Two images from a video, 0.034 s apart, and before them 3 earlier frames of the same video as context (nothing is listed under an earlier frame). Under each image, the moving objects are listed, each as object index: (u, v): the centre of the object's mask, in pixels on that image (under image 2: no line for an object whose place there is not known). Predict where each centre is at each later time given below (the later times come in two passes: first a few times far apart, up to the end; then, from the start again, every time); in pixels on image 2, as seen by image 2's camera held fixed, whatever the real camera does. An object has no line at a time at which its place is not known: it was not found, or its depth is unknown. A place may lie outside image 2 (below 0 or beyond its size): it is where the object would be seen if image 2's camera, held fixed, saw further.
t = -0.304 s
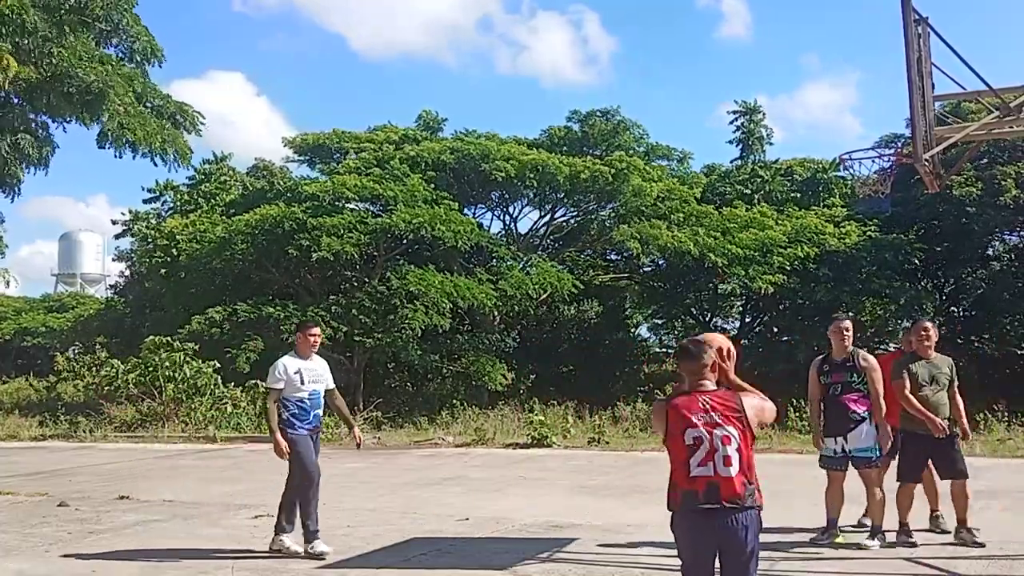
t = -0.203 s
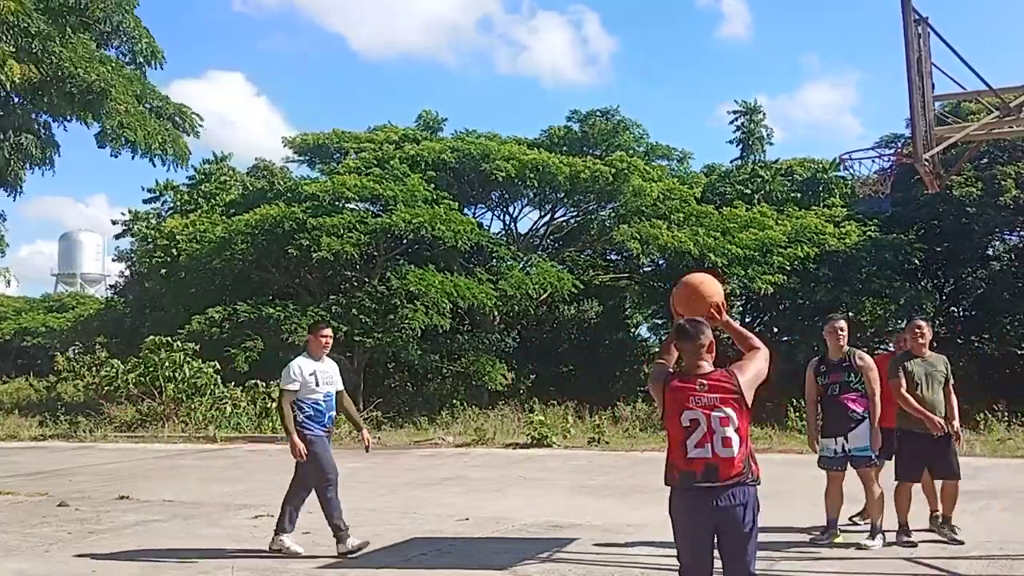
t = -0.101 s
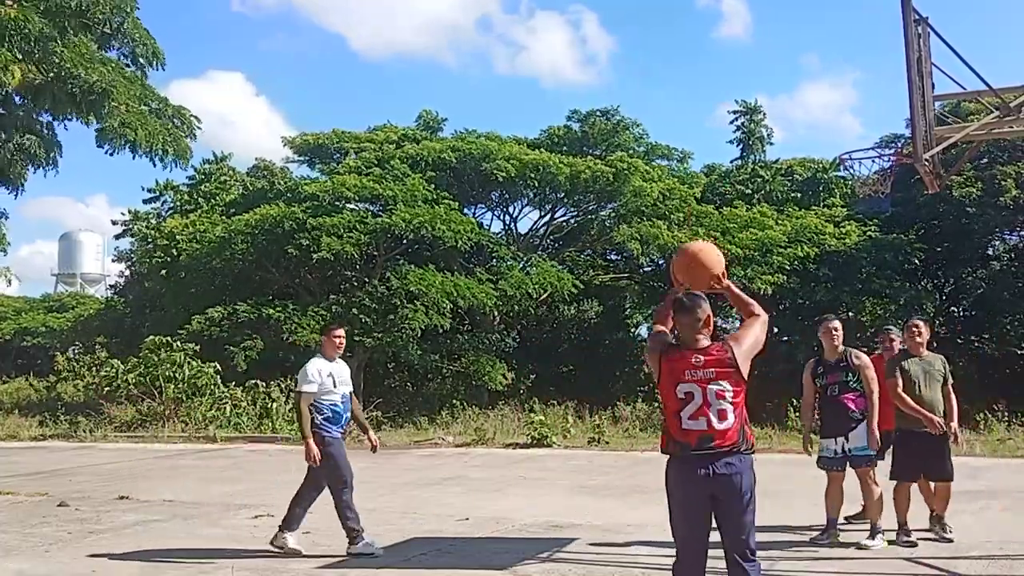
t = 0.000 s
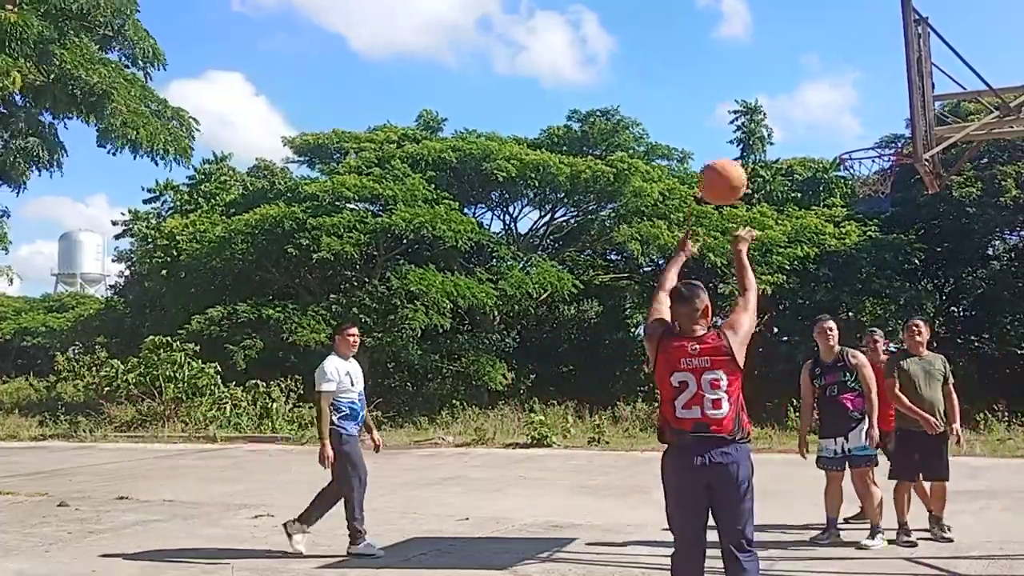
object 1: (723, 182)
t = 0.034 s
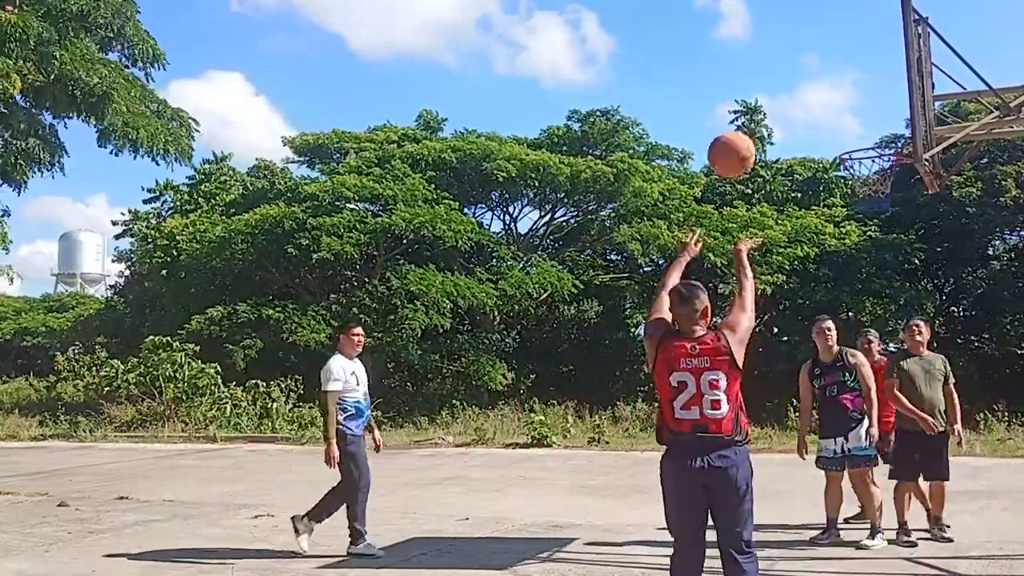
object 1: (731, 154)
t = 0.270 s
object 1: (783, 44)
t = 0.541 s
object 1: (827, 42)
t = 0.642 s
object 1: (841, 65)
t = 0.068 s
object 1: (740, 129)
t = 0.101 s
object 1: (748, 108)
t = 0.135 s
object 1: (756, 90)
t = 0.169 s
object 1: (763, 74)
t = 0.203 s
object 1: (770, 62)
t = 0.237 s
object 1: (777, 52)
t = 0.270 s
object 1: (783, 44)
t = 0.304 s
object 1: (789, 37)
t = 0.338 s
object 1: (795, 33)
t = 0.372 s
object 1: (801, 31)
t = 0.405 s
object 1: (807, 30)
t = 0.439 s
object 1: (812, 31)
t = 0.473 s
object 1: (817, 33)
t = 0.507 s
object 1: (822, 37)
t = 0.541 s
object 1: (827, 42)
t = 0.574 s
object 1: (832, 48)
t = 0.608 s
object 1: (836, 56)
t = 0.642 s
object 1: (841, 65)
